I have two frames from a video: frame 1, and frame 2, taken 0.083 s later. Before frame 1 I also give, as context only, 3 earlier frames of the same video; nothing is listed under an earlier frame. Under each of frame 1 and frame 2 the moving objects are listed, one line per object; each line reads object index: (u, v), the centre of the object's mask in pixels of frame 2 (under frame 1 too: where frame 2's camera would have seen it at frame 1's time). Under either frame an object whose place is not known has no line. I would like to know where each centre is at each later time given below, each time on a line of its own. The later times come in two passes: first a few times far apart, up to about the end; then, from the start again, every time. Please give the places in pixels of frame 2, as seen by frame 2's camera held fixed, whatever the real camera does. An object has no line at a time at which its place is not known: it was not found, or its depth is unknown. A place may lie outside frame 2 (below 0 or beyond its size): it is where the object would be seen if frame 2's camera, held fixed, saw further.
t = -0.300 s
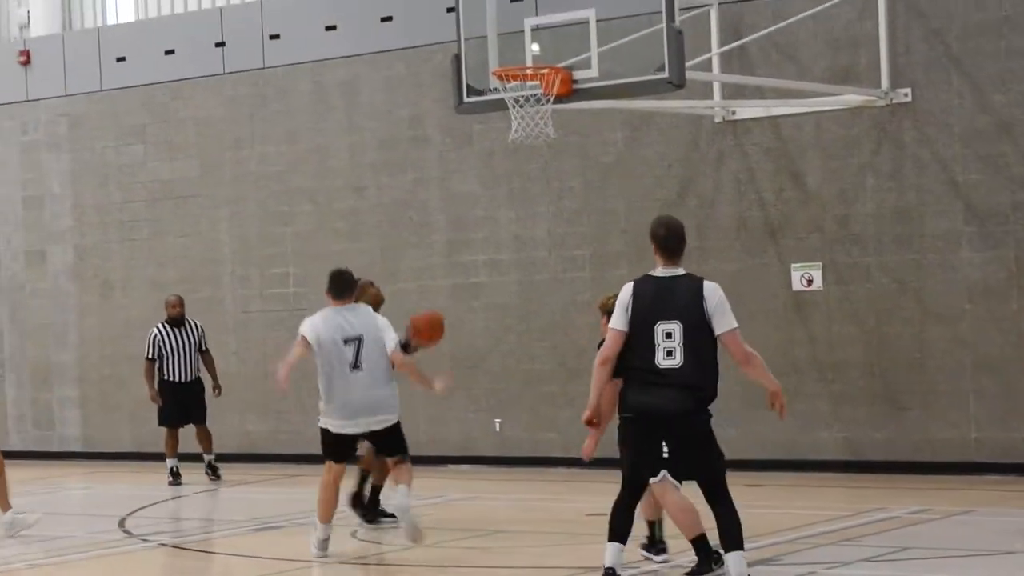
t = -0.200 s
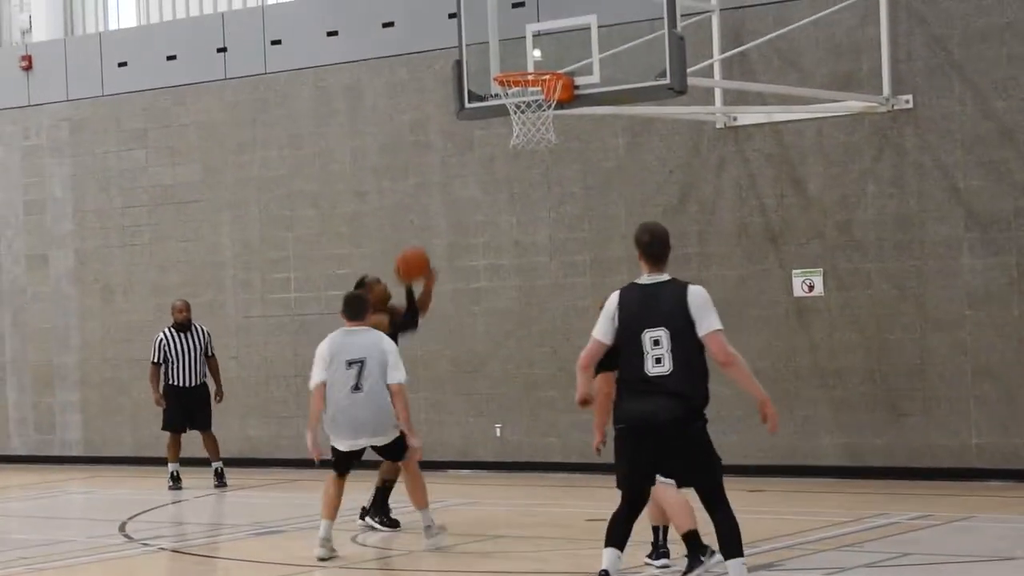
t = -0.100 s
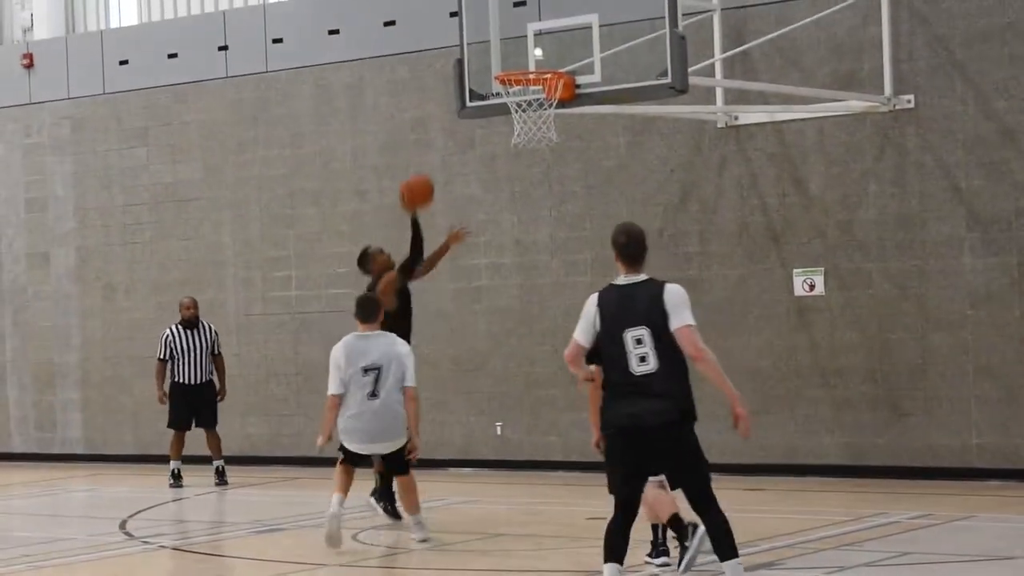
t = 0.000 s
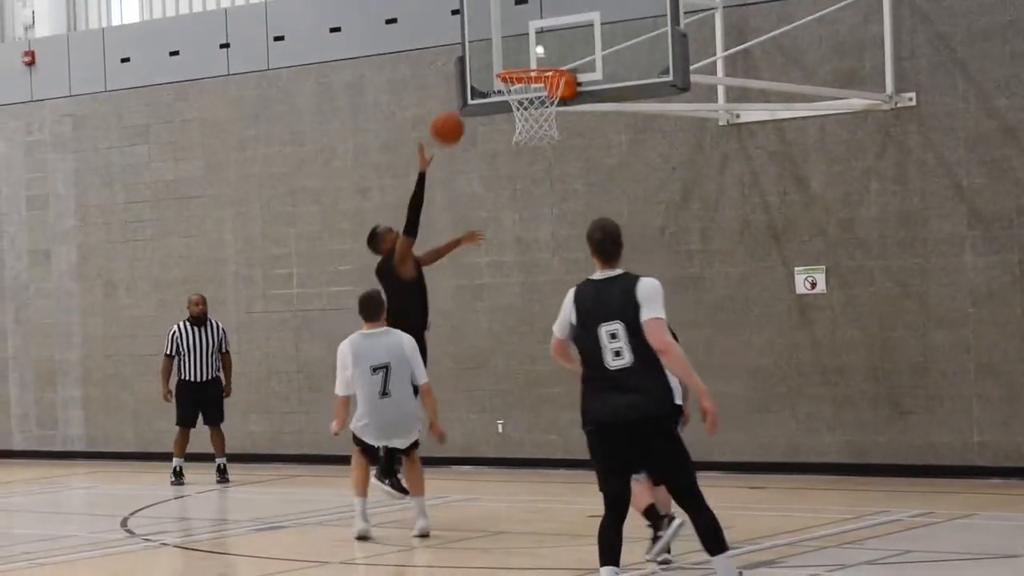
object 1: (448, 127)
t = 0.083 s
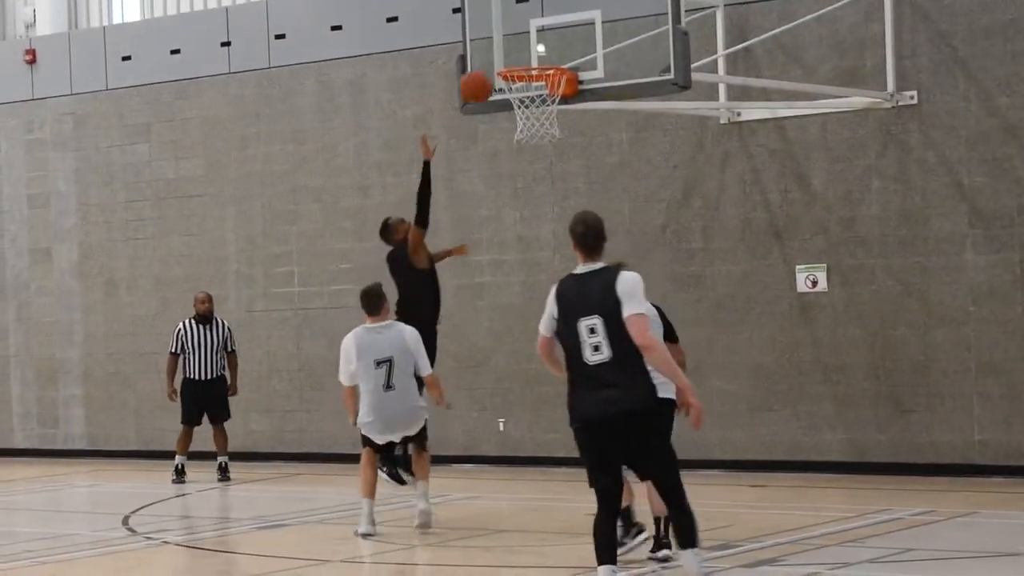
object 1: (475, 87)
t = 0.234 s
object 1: (526, 42)
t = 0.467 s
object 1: (529, 53)
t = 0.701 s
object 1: (528, 121)
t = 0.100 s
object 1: (481, 80)
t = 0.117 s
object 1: (485, 75)
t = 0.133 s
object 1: (490, 67)
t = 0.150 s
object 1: (496, 62)
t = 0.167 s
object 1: (502, 57)
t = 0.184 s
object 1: (509, 53)
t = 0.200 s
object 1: (515, 50)
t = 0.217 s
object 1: (520, 45)
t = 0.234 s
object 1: (526, 42)
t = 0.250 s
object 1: (531, 39)
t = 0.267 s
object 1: (531, 38)
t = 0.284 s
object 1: (531, 37)
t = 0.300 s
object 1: (531, 37)
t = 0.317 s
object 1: (531, 37)
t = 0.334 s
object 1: (530, 37)
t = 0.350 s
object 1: (530, 38)
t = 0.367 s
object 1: (530, 39)
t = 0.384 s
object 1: (530, 41)
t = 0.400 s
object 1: (530, 43)
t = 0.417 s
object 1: (529, 46)
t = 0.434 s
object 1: (529, 48)
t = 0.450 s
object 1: (530, 51)
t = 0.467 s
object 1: (529, 53)
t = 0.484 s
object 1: (529, 56)
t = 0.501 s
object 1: (529, 58)
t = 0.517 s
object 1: (529, 60)
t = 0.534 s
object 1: (529, 74)
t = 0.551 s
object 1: (529, 82)
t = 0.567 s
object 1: (529, 86)
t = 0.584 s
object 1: (529, 88)
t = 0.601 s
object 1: (529, 92)
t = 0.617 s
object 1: (528, 94)
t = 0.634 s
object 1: (528, 100)
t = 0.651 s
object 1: (528, 102)
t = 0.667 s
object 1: (529, 105)
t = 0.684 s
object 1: (528, 119)
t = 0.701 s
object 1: (528, 121)
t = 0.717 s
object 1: (528, 124)
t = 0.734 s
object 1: (529, 126)
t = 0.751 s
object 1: (529, 130)
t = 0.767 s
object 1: (528, 133)
